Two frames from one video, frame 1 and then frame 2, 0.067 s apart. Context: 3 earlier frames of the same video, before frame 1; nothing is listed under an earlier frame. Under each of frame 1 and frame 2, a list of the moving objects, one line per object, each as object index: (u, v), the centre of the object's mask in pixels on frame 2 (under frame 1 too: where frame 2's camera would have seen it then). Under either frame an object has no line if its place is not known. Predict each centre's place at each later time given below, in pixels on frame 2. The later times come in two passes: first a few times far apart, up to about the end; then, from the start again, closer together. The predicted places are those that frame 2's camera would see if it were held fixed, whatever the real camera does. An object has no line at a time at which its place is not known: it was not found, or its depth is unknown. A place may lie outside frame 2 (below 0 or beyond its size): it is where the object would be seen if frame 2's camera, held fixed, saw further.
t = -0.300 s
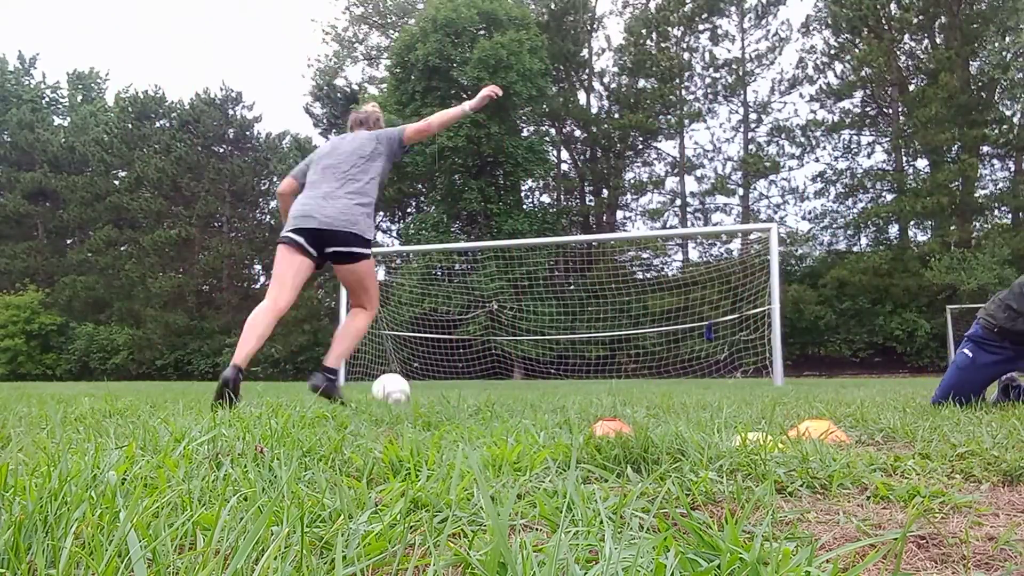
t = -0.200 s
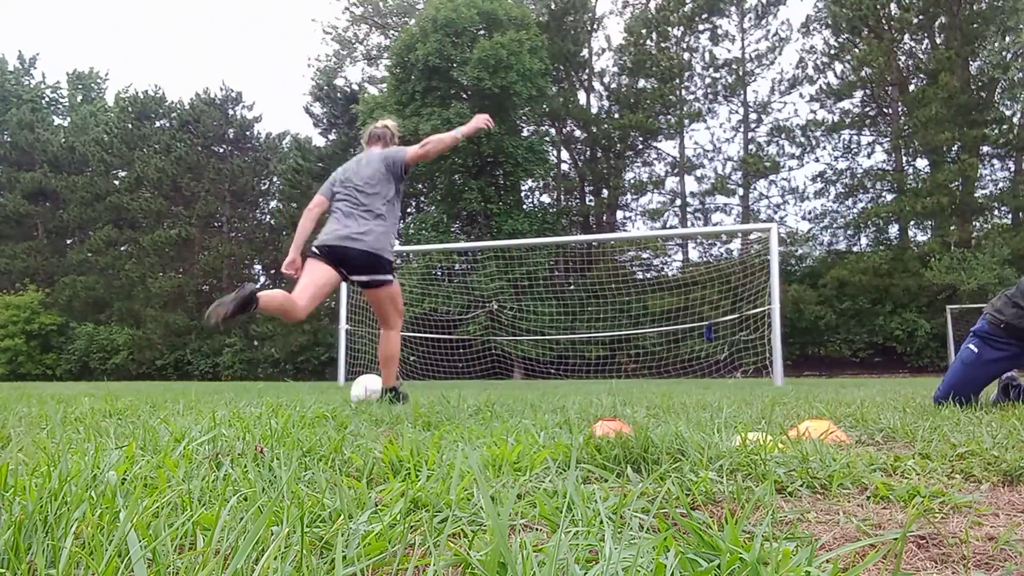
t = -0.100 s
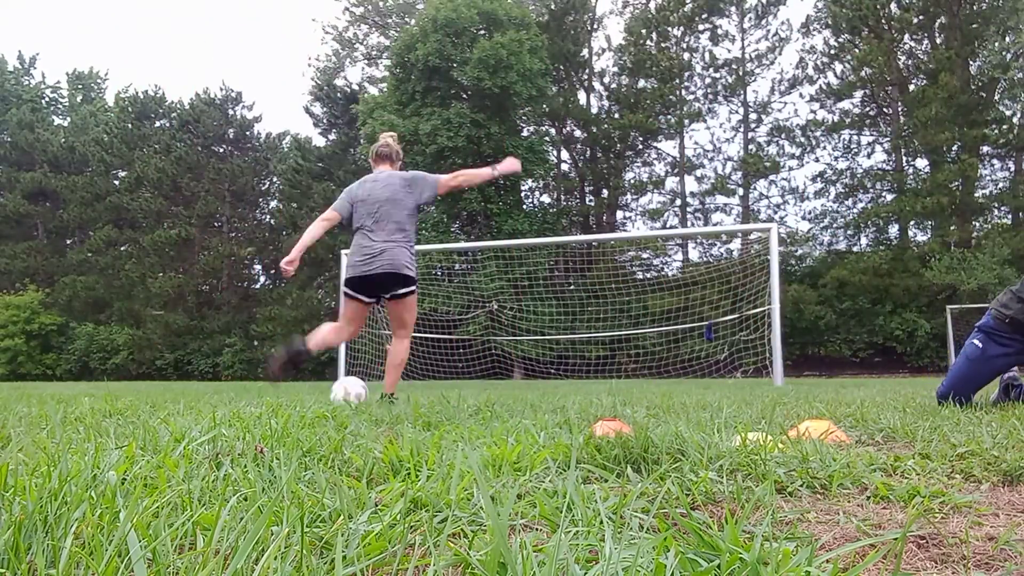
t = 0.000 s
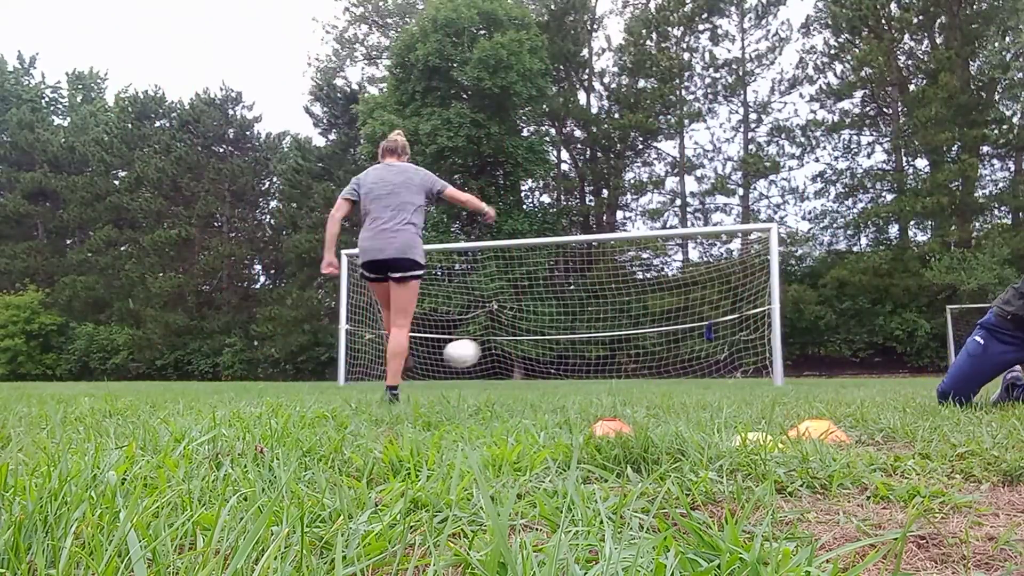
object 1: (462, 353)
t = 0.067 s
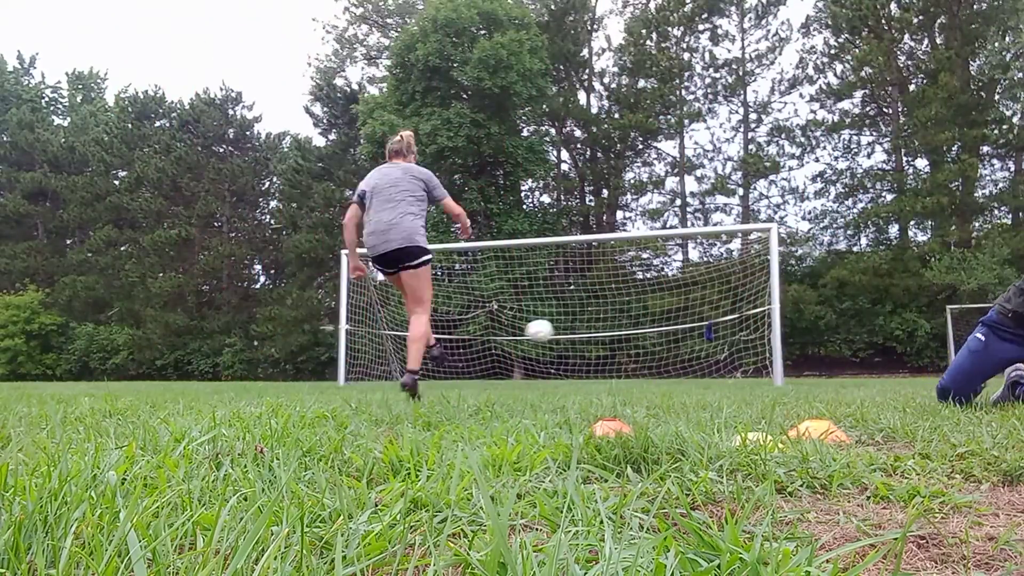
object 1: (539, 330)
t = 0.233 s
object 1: (649, 310)
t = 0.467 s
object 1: (702, 329)
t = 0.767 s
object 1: (728, 336)
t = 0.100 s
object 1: (568, 324)
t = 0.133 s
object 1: (592, 319)
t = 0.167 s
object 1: (614, 315)
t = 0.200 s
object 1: (632, 313)
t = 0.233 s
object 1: (649, 310)
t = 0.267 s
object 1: (663, 308)
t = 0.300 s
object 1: (676, 308)
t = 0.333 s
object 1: (683, 306)
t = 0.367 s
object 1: (688, 303)
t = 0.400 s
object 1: (694, 307)
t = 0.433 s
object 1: (701, 317)
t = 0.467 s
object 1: (702, 329)
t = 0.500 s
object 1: (711, 343)
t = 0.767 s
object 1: (728, 336)
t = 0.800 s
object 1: (729, 329)
